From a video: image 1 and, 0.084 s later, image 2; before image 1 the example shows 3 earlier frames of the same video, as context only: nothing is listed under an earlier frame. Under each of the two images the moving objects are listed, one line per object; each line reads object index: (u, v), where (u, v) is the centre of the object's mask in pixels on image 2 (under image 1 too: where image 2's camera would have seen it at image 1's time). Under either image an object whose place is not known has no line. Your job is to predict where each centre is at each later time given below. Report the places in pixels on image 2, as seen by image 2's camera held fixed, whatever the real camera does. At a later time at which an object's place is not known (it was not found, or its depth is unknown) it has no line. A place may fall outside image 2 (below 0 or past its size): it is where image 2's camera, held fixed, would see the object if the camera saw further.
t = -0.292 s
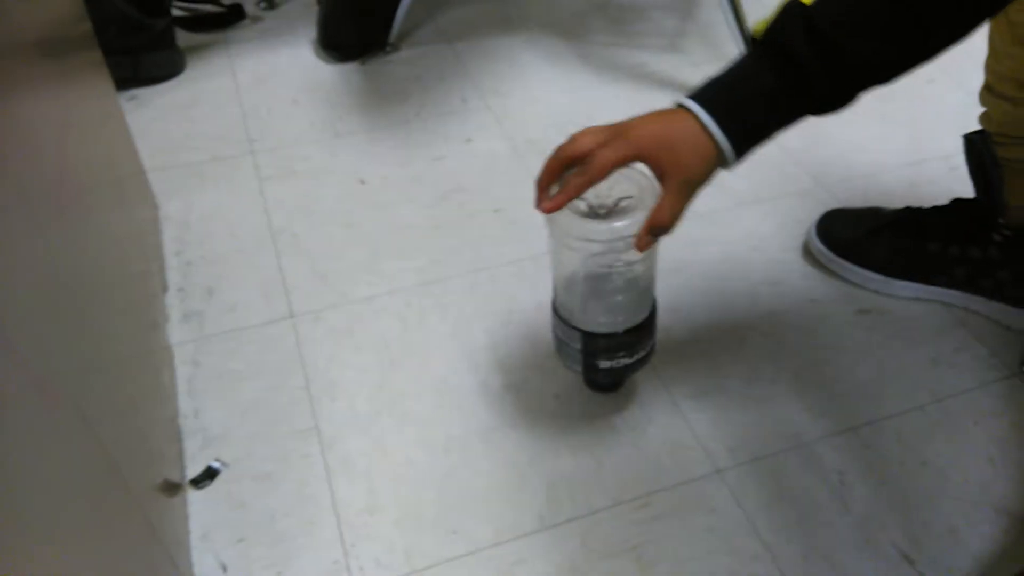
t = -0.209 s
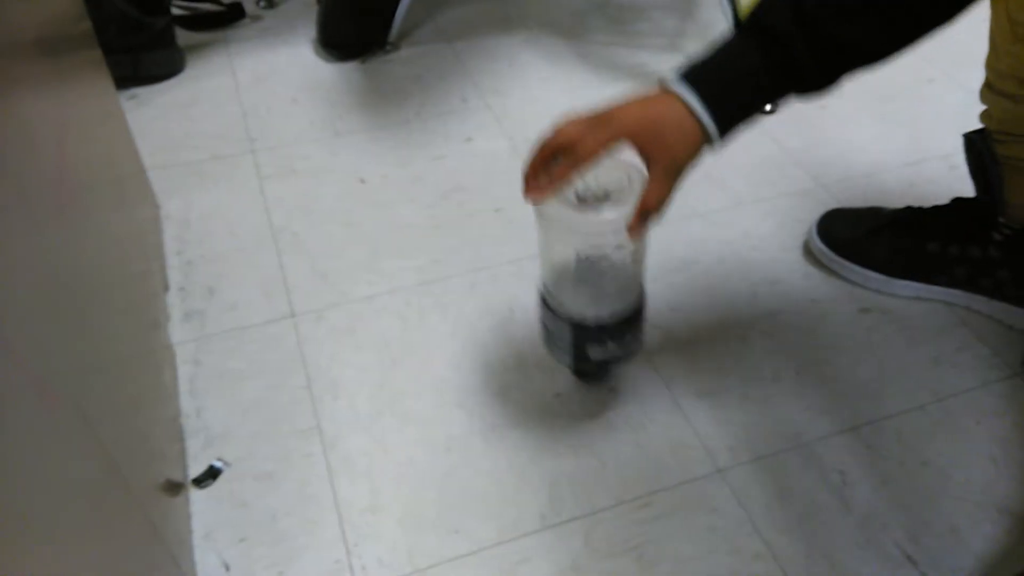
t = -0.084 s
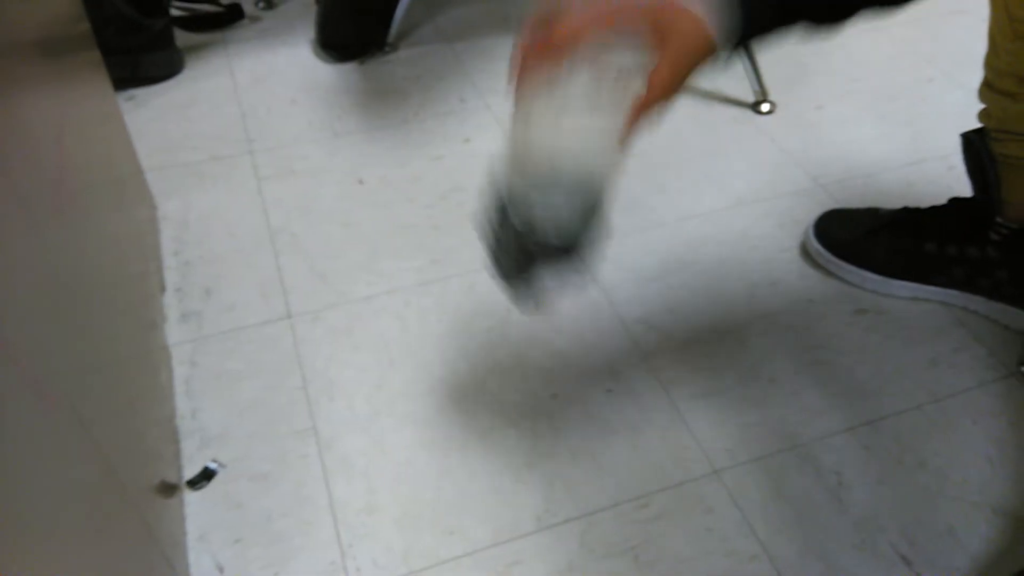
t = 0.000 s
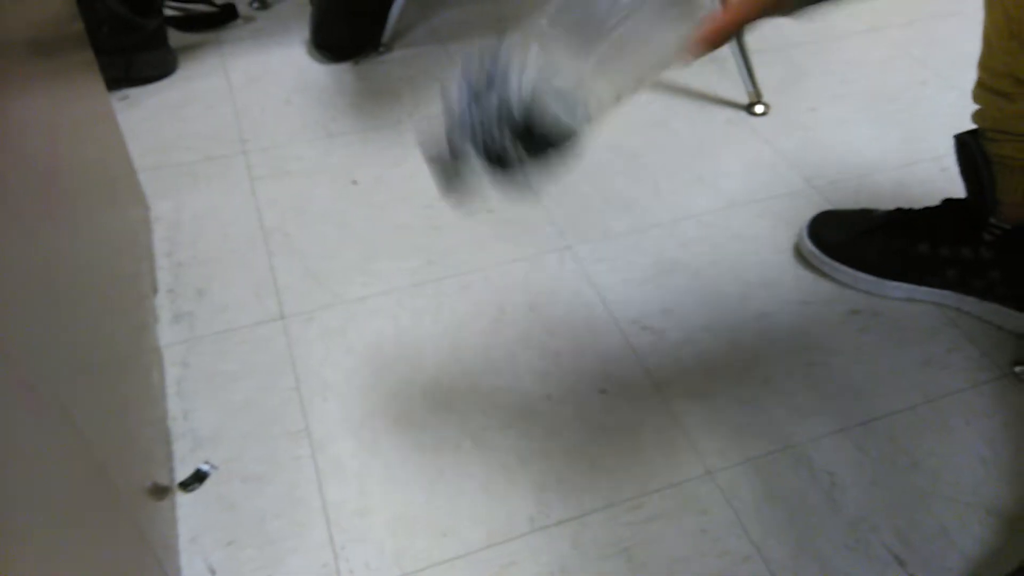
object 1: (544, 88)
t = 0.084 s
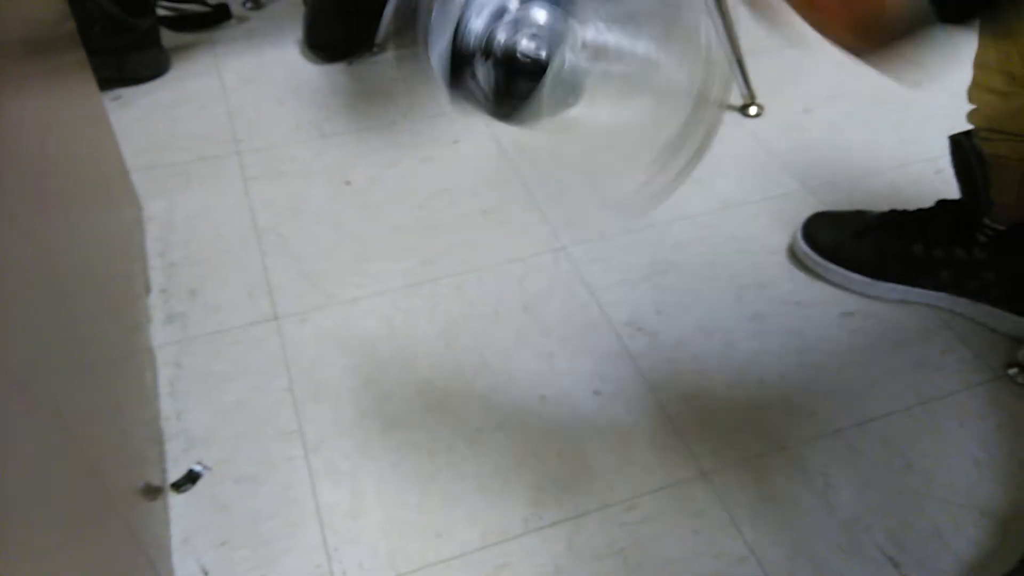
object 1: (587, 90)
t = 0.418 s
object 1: (525, 391)
